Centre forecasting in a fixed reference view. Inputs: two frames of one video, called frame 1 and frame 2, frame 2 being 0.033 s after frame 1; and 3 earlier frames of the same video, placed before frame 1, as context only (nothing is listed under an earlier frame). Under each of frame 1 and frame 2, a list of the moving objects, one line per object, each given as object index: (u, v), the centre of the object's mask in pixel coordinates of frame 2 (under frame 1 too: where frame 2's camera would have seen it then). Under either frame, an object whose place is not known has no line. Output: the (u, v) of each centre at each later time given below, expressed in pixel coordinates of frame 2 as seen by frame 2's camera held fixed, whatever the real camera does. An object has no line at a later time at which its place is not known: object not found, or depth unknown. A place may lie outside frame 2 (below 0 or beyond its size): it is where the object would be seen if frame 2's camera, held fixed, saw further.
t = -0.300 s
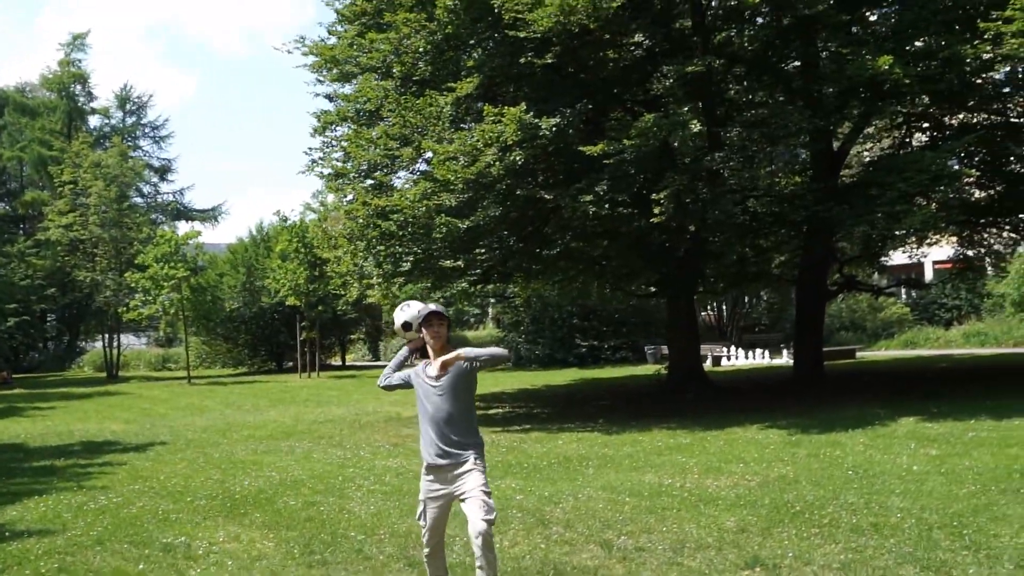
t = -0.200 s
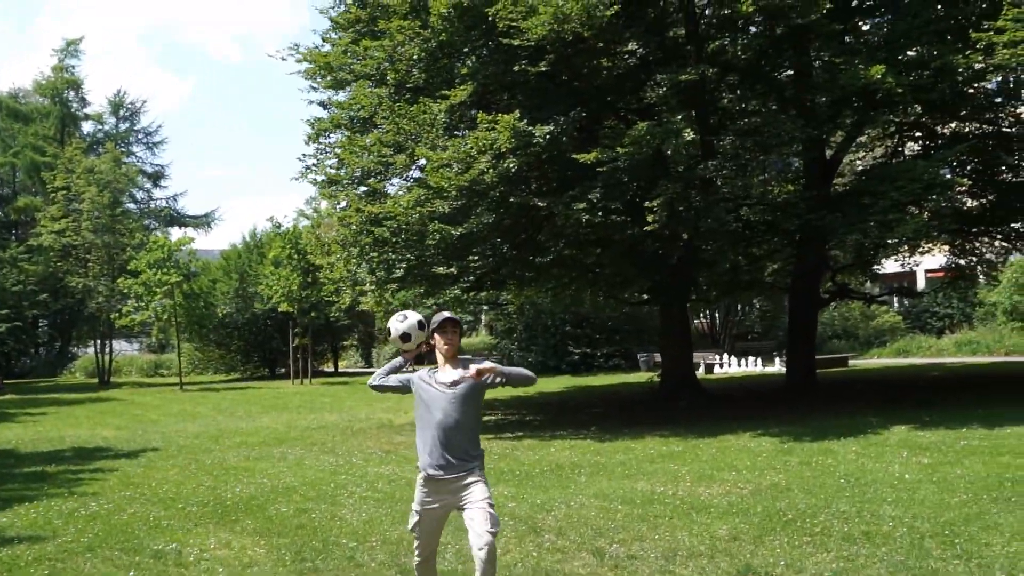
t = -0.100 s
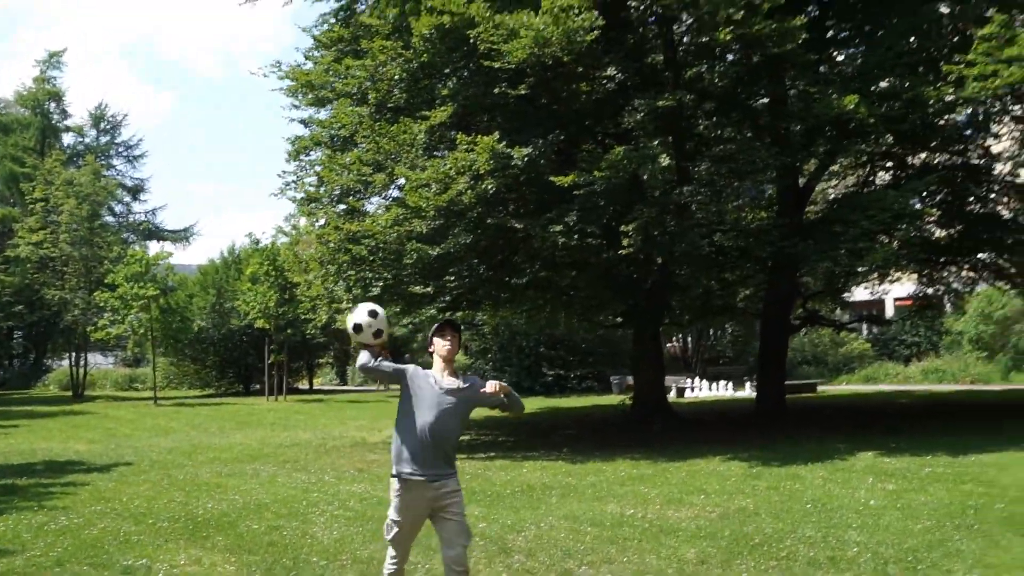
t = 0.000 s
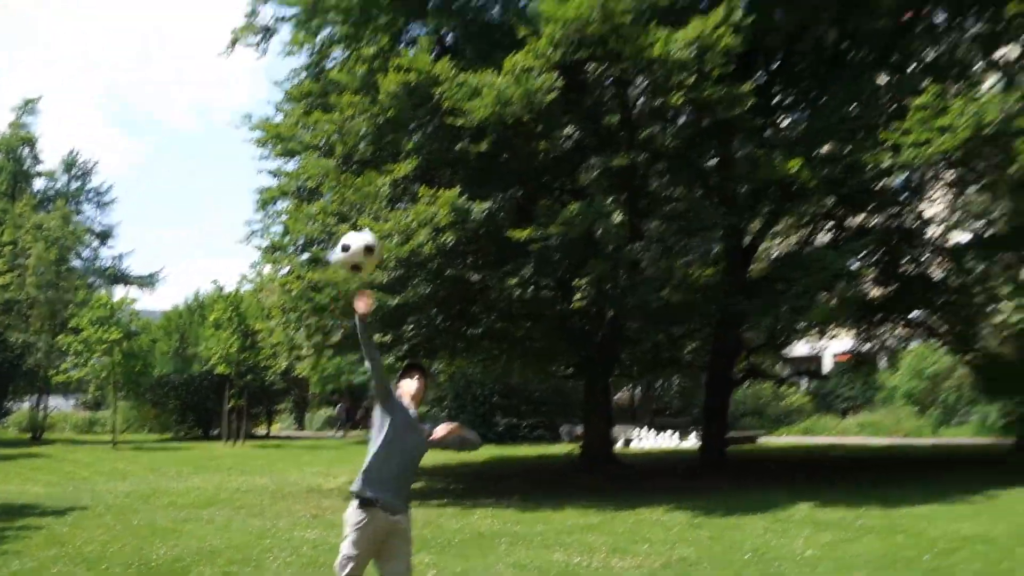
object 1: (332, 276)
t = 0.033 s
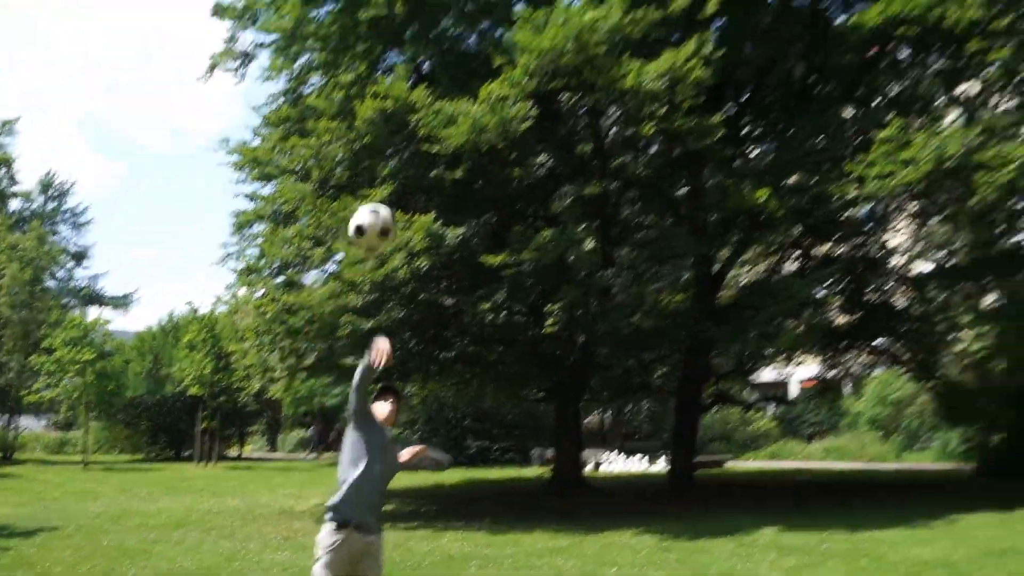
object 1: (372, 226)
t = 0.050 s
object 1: (393, 201)
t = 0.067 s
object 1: (414, 176)
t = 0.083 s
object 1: (435, 149)
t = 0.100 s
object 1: (457, 121)
